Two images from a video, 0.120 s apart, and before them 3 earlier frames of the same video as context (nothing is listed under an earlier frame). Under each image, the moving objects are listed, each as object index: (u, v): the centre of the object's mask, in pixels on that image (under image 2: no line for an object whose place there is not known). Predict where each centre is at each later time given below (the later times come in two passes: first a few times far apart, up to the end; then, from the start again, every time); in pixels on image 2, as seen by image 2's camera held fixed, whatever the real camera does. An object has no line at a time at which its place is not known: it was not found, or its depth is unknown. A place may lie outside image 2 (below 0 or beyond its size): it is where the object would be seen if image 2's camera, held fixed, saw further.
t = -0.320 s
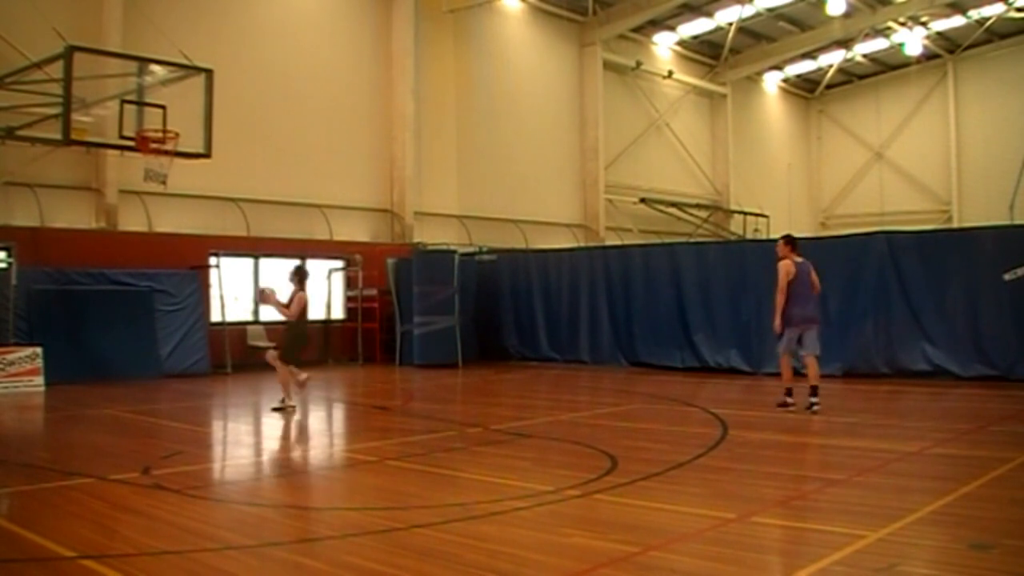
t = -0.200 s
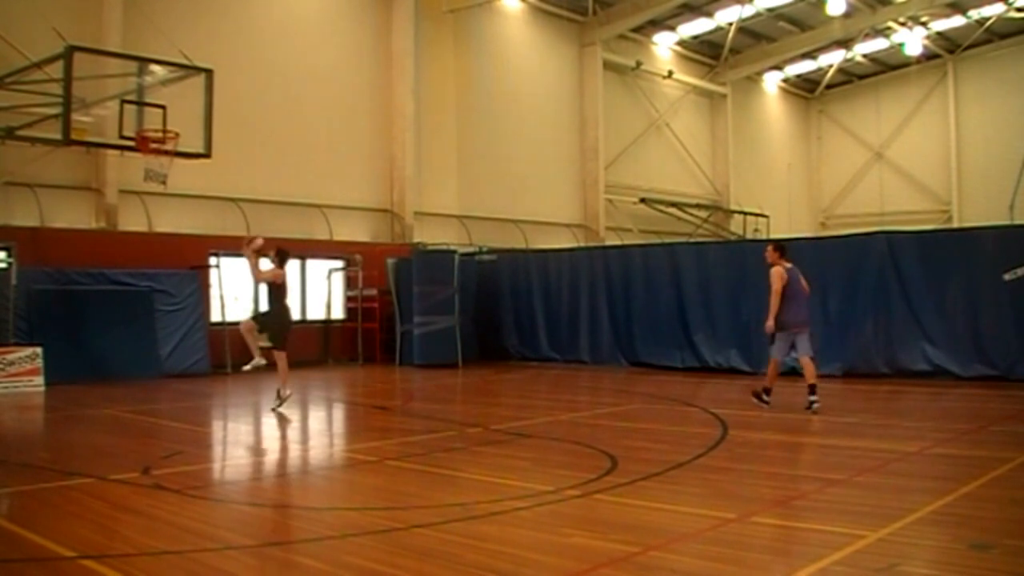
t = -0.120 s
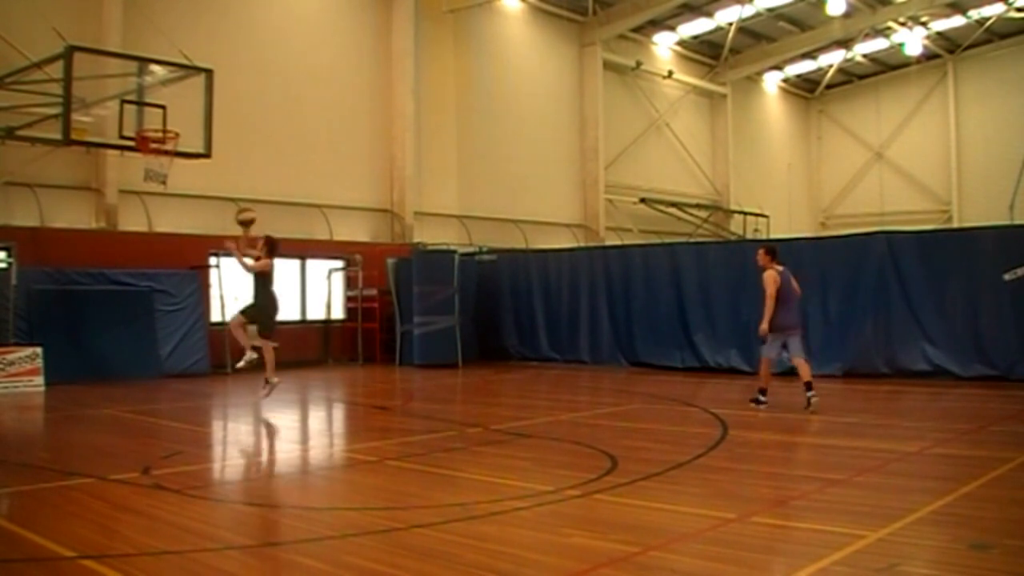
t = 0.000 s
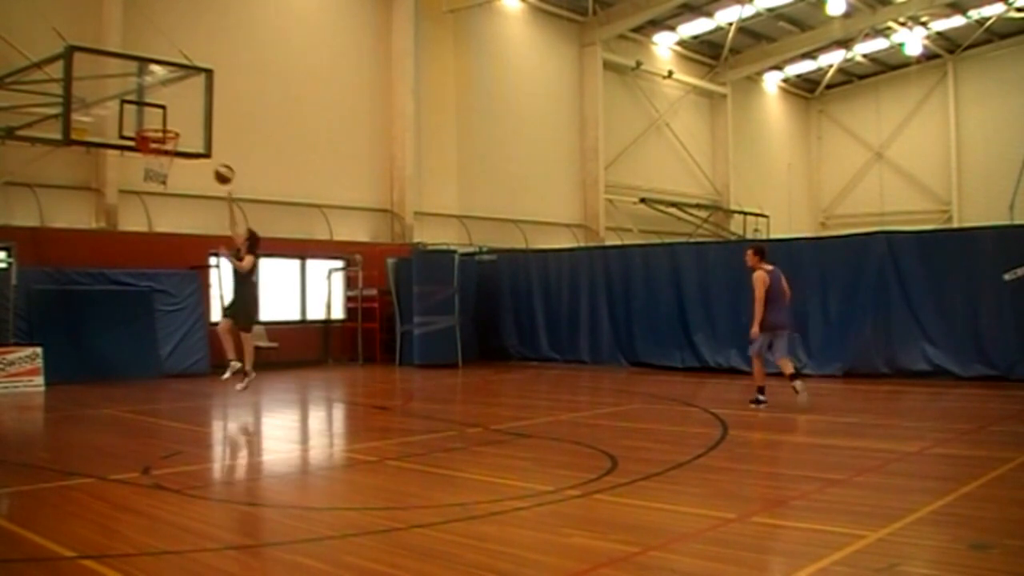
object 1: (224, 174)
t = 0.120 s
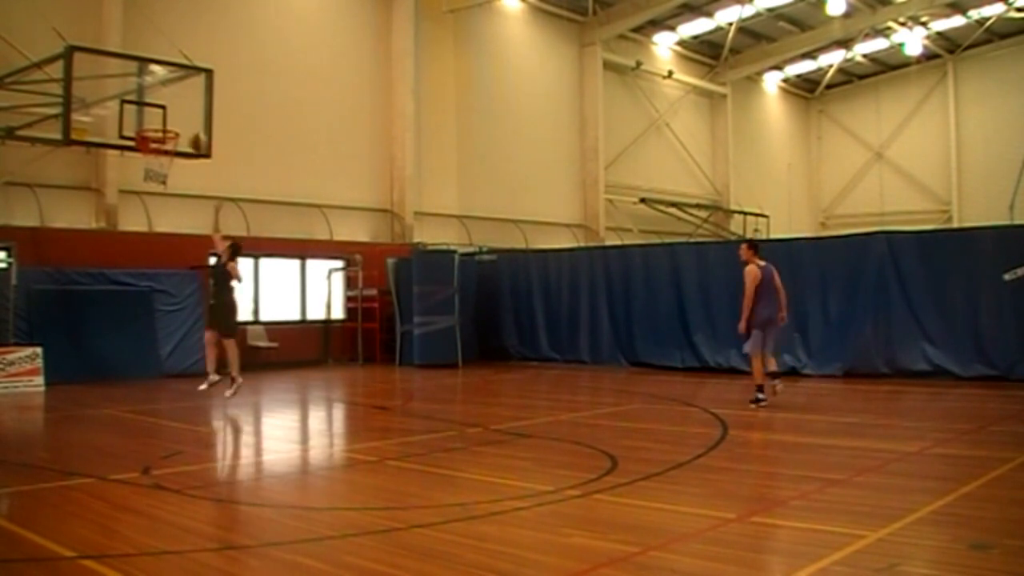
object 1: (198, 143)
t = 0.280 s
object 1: (183, 125)
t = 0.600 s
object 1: (195, 127)
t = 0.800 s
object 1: (209, 160)
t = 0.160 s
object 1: (191, 134)
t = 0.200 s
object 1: (186, 129)
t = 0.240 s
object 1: (184, 126)
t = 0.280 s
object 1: (183, 125)
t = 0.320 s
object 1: (182, 125)
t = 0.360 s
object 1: (181, 126)
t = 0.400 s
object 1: (181, 129)
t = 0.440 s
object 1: (183, 127)
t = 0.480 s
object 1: (186, 124)
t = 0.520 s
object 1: (188, 124)
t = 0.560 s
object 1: (192, 125)
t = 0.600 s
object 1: (195, 127)
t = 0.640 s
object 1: (198, 131)
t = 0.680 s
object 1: (201, 136)
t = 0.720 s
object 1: (204, 143)
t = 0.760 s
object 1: (207, 151)
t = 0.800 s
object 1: (209, 160)
